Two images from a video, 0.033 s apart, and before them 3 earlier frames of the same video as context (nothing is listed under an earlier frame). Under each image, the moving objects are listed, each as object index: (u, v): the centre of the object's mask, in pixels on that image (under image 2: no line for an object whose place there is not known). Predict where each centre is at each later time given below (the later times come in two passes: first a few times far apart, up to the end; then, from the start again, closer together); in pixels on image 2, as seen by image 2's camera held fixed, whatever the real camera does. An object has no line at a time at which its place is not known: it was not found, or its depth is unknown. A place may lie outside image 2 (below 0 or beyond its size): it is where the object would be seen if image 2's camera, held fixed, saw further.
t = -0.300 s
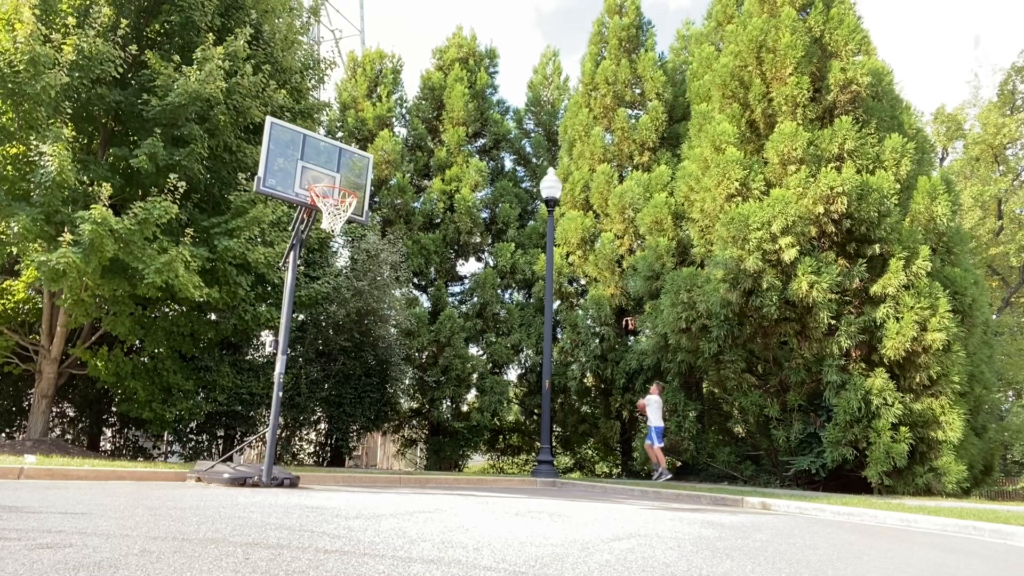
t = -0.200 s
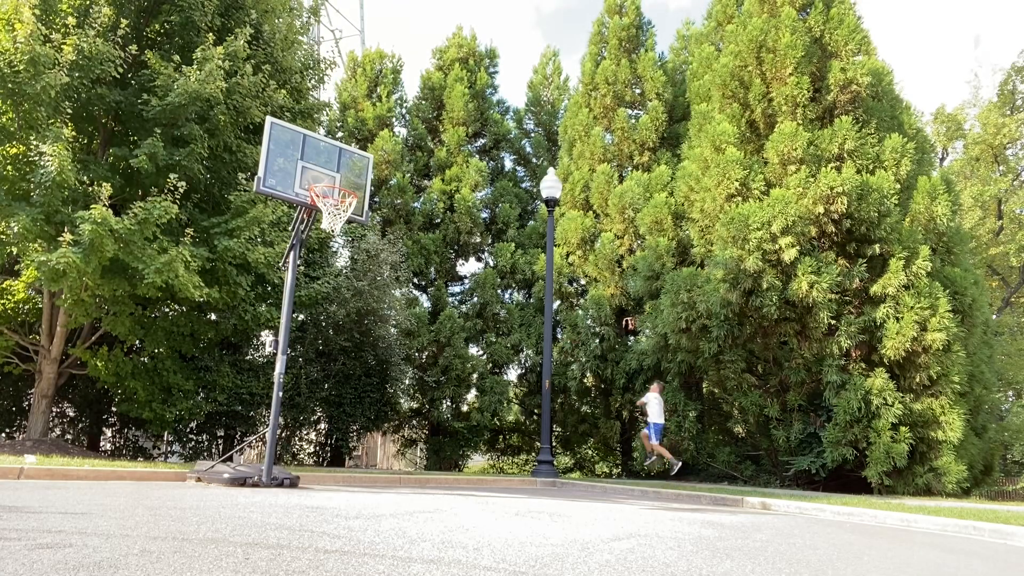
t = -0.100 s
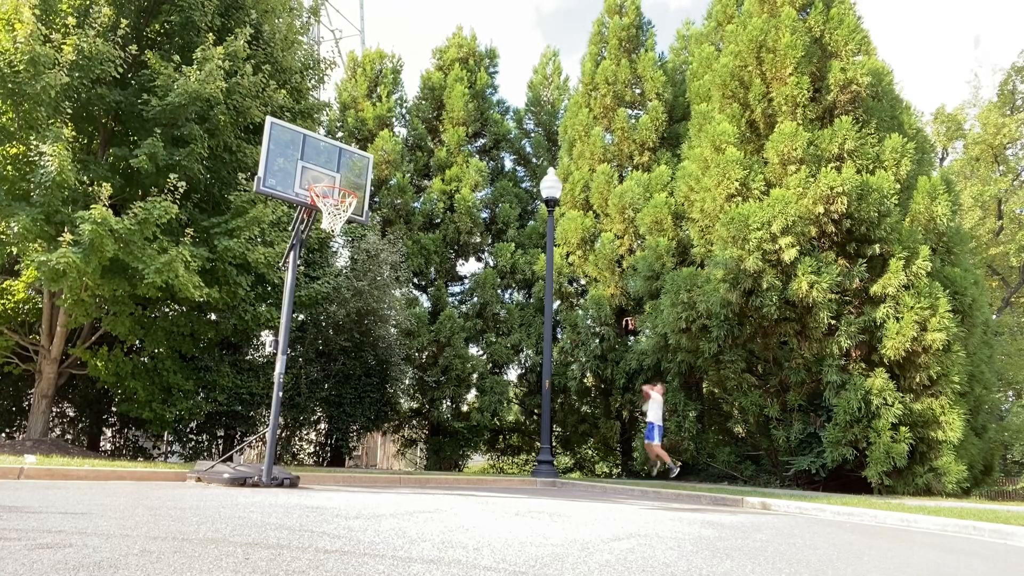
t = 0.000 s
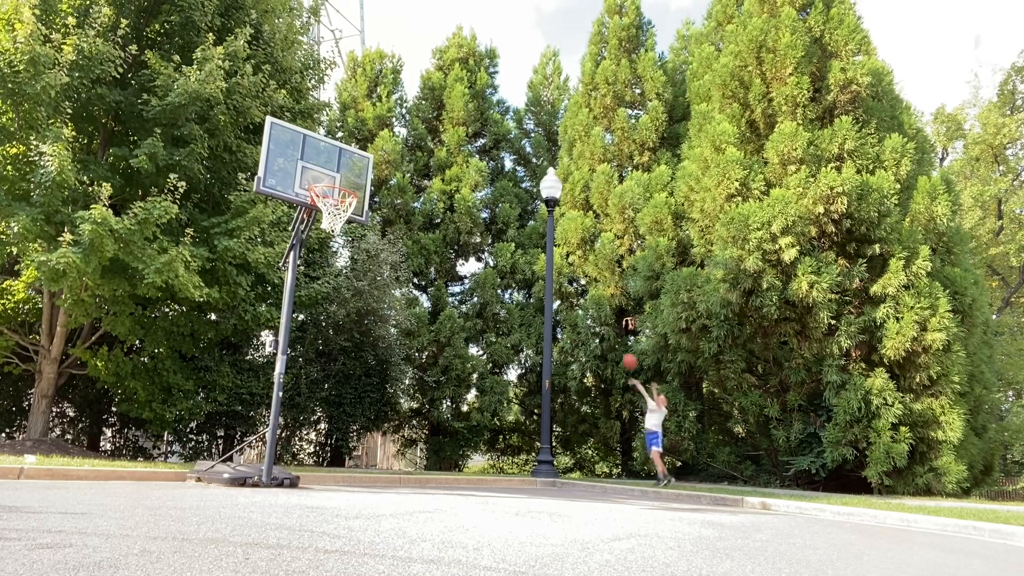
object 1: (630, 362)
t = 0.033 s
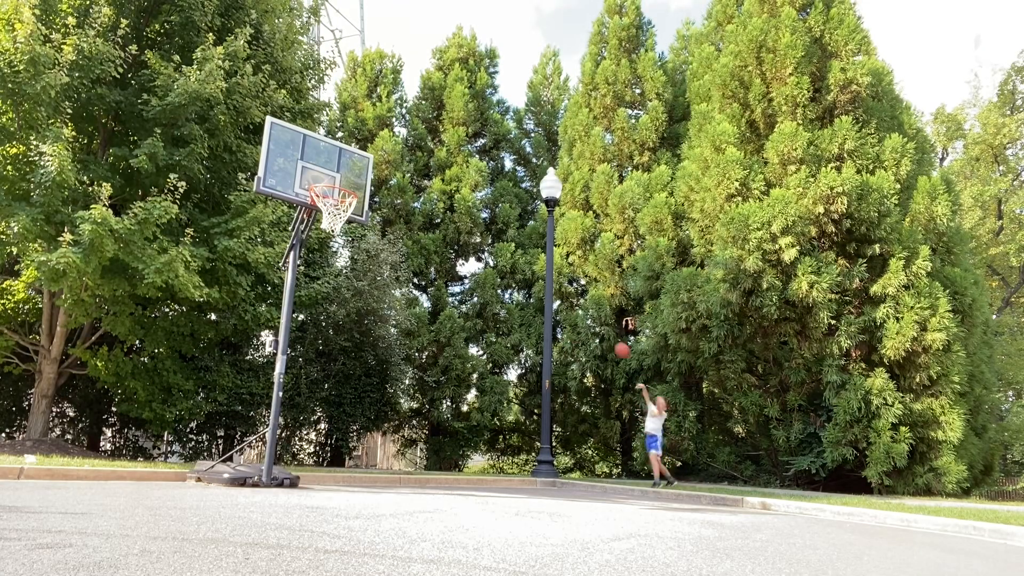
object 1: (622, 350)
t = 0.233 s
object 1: (574, 296)
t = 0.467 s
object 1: (513, 256)
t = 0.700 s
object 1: (442, 248)
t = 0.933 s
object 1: (356, 278)
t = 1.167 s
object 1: (302, 362)
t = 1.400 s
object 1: (321, 470)
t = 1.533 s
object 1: (346, 424)
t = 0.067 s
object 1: (614, 341)
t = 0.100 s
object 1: (606, 330)
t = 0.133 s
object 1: (599, 320)
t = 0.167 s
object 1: (591, 312)
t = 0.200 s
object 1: (583, 303)
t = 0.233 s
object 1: (574, 296)
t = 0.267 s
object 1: (566, 289)
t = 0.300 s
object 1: (557, 282)
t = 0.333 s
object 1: (549, 275)
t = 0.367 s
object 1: (540, 270)
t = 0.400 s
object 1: (531, 265)
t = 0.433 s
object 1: (522, 260)
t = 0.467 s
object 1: (513, 256)
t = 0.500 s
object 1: (503, 253)
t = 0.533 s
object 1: (495, 250)
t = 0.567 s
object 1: (484, 248)
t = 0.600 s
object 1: (473, 247)
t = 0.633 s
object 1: (463, 247)
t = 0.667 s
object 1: (453, 247)
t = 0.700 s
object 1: (442, 248)
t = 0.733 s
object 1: (431, 249)
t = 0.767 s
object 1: (419, 252)
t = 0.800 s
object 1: (407, 255)
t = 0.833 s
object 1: (395, 259)
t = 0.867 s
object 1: (382, 265)
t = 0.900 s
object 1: (369, 271)
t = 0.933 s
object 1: (356, 278)
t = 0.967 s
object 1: (342, 286)
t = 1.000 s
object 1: (327, 296)
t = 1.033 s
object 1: (311, 306)
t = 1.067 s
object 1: (299, 319)
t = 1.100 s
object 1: (297, 333)
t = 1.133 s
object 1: (299, 346)
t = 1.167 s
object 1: (302, 362)
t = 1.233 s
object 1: (308, 393)
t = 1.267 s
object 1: (311, 410)
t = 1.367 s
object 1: (317, 463)
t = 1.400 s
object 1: (321, 470)
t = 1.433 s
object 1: (328, 457)
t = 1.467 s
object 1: (334, 444)
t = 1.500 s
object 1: (340, 433)
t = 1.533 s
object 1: (346, 424)
